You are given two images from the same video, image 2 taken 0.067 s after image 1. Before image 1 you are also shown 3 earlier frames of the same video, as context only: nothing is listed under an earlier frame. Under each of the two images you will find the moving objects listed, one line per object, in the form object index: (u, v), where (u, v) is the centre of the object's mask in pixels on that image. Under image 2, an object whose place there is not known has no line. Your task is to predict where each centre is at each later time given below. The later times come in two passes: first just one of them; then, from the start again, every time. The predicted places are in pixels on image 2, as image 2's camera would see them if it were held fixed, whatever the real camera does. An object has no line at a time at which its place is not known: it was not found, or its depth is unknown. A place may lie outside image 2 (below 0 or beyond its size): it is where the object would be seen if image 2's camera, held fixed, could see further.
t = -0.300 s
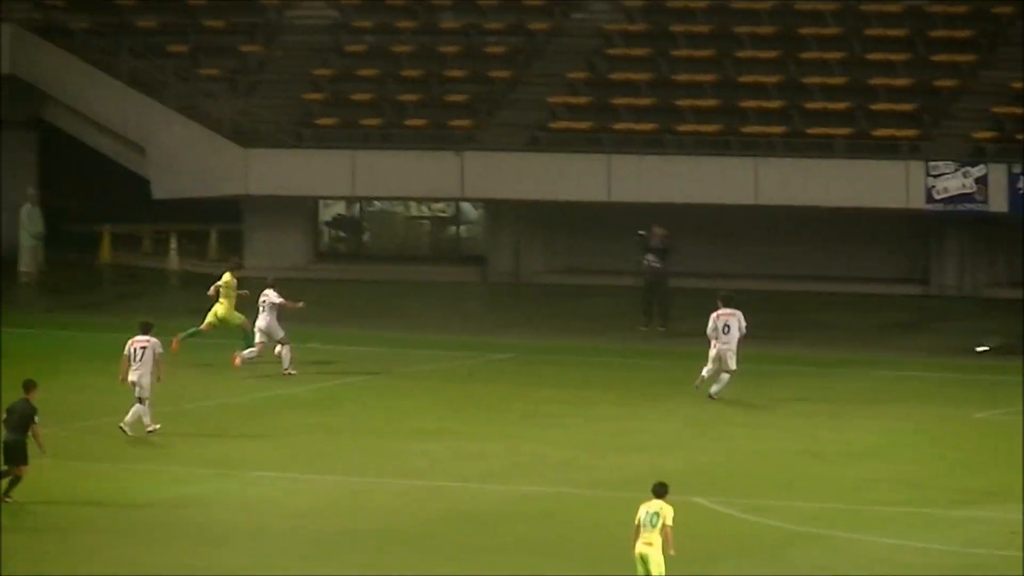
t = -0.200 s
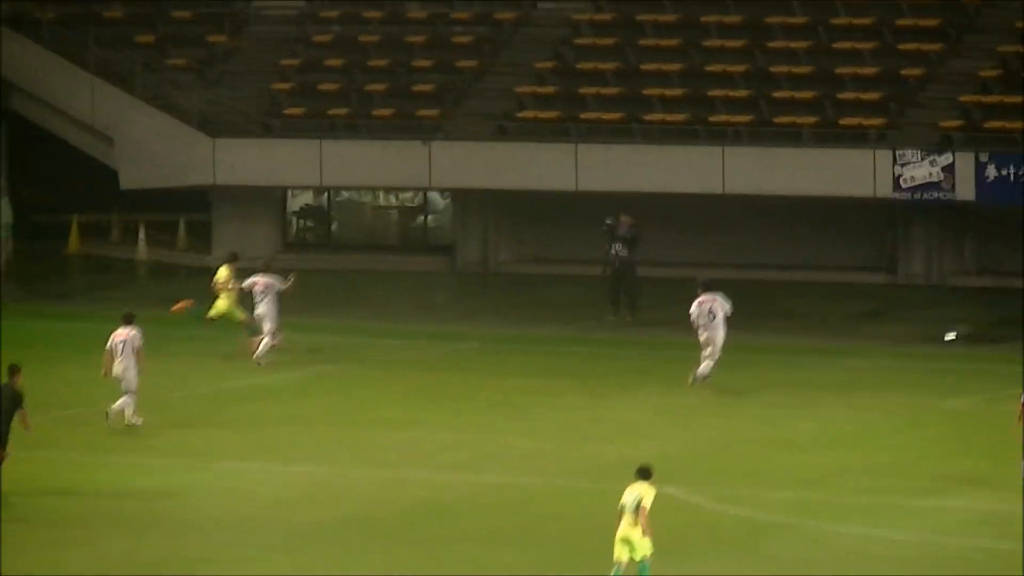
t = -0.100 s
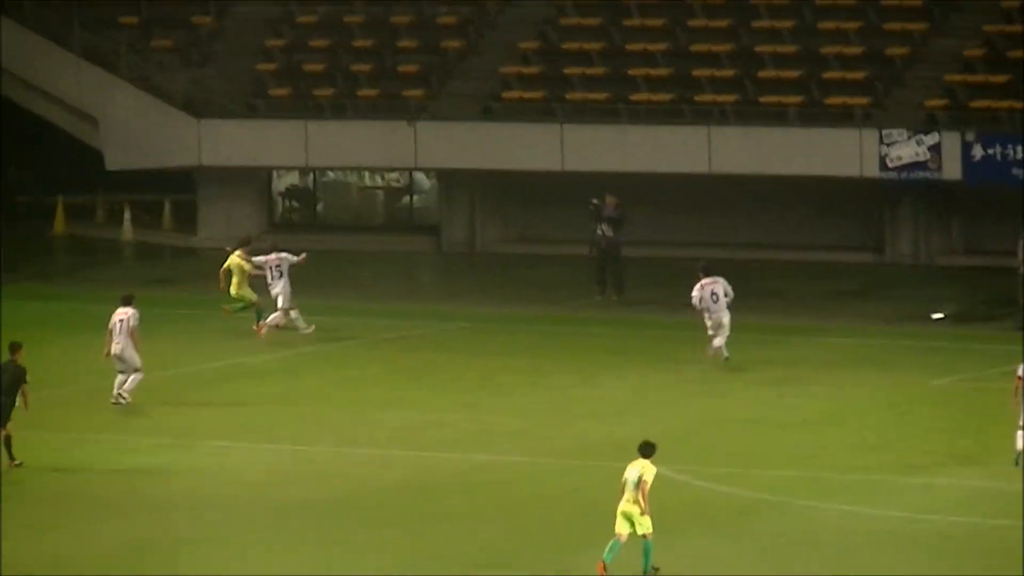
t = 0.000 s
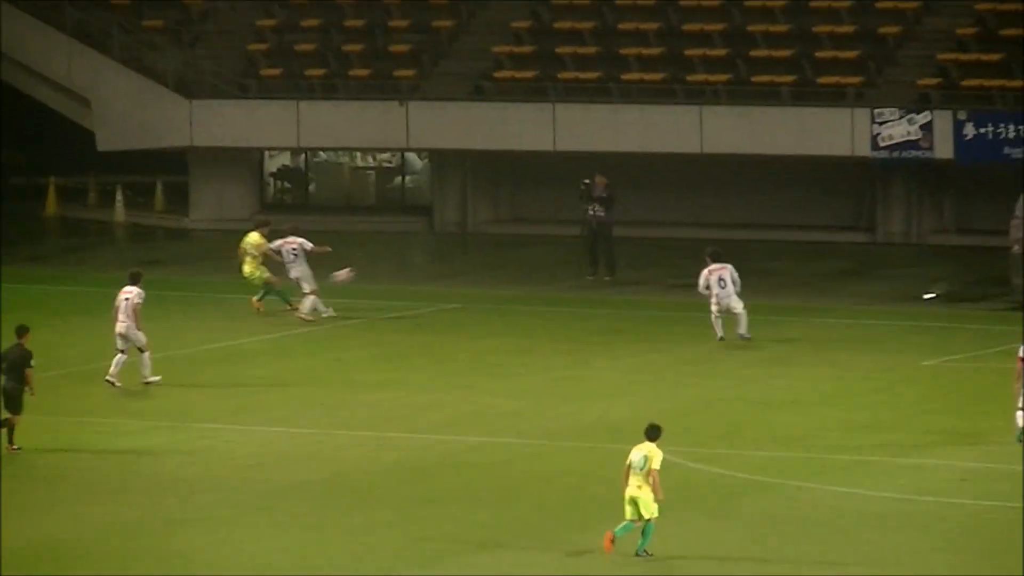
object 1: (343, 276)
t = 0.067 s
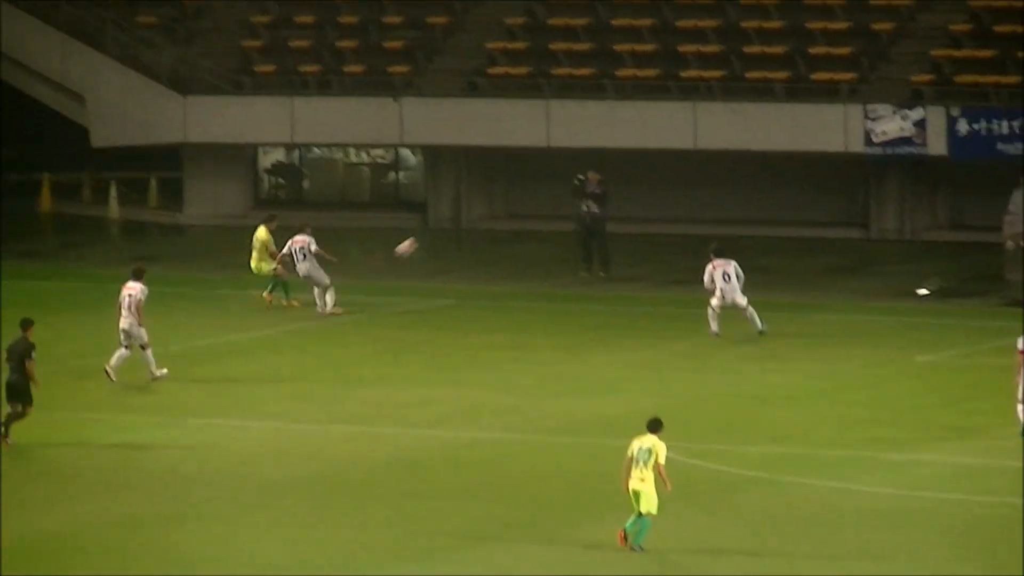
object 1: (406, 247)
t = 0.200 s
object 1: (541, 206)
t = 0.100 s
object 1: (440, 237)
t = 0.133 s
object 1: (475, 226)
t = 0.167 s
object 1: (509, 215)
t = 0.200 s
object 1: (541, 206)
